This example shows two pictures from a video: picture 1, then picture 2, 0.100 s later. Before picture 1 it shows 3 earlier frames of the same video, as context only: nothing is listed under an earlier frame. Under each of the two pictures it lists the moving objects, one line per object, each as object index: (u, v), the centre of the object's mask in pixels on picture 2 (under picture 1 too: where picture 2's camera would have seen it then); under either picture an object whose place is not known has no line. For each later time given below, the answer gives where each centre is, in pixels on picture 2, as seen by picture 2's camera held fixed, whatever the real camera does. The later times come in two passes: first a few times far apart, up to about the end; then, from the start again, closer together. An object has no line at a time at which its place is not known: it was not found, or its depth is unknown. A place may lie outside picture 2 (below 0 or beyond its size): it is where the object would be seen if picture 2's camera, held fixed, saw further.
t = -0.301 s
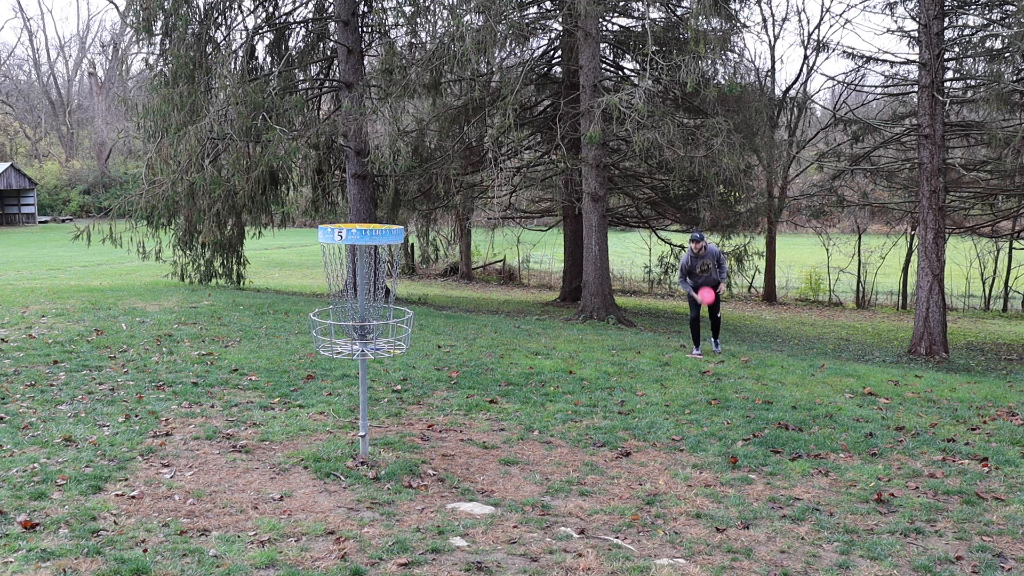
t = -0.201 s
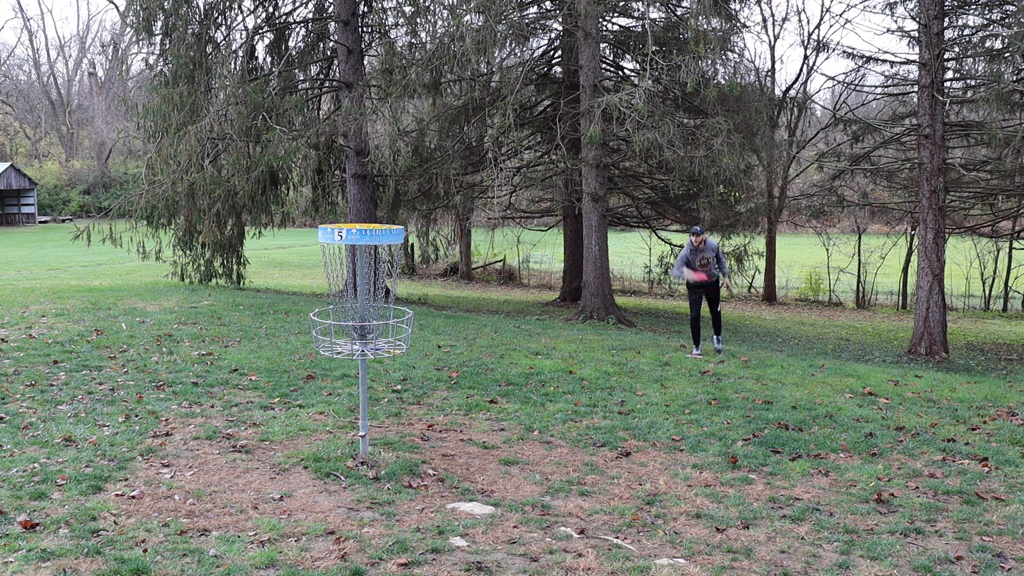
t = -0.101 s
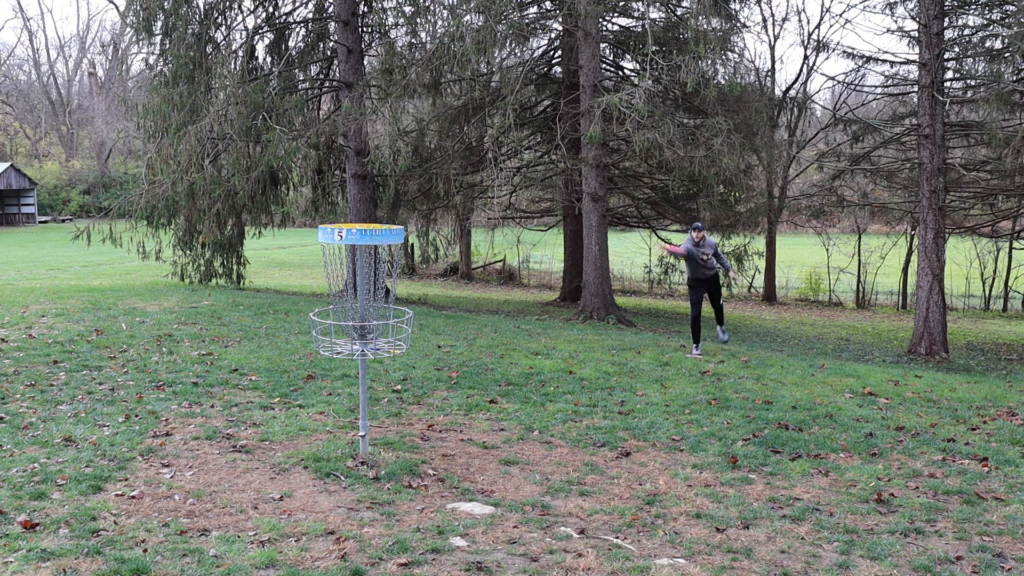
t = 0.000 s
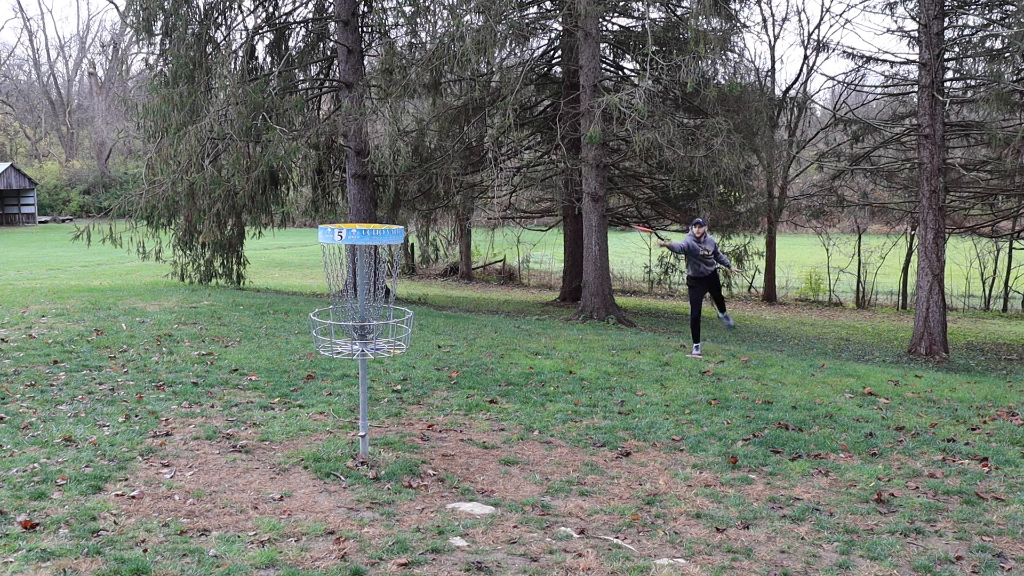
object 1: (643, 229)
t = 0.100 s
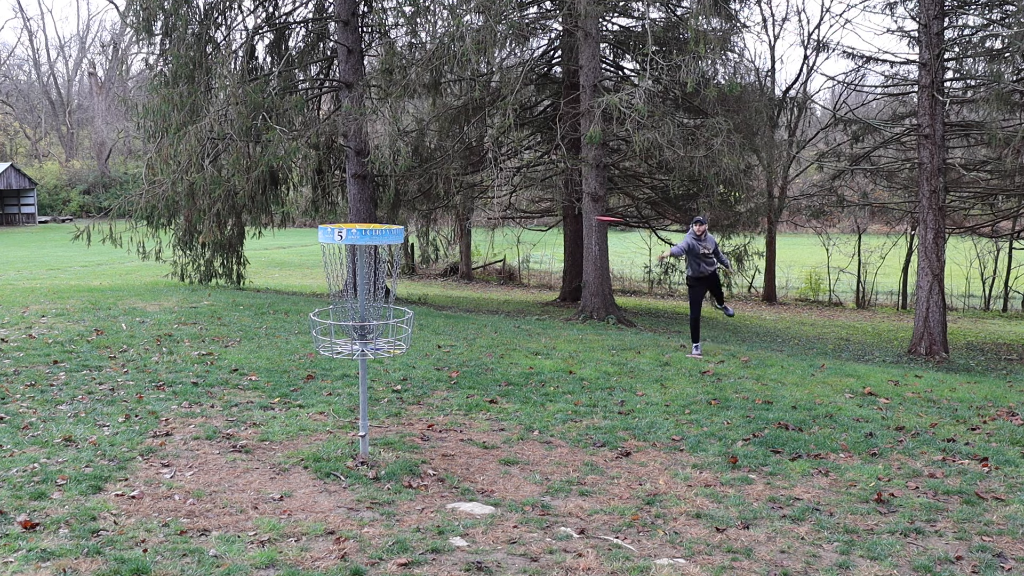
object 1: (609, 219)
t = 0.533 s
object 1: (397, 276)
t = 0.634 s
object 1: (377, 295)
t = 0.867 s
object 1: (371, 321)
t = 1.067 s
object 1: (376, 325)
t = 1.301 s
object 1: (389, 329)
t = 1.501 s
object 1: (394, 332)
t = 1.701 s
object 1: (394, 332)
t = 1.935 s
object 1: (394, 332)
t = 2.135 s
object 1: (394, 332)
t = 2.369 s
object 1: (394, 332)
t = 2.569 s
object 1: (395, 333)
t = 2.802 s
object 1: (397, 334)
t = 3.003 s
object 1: (397, 335)
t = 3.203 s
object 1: (398, 335)
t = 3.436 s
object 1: (397, 337)
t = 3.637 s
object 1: (398, 336)
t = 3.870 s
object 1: (399, 337)
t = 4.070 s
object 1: (399, 337)
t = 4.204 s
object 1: (399, 337)
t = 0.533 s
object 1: (397, 276)
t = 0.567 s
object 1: (385, 289)
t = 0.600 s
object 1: (378, 293)
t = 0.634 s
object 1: (377, 295)
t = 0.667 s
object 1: (375, 302)
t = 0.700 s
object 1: (375, 306)
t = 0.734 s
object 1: (371, 315)
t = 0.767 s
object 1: (372, 318)
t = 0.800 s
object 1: (372, 319)
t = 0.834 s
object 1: (372, 320)
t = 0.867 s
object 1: (371, 321)
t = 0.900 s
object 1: (371, 322)
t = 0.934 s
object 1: (371, 323)
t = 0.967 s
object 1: (372, 323)
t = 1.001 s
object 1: (372, 323)
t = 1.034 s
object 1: (374, 324)
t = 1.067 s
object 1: (376, 325)
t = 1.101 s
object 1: (377, 325)
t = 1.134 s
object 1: (378, 326)
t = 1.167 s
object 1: (381, 326)
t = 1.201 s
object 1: (381, 327)
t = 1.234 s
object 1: (384, 330)
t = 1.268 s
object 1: (388, 329)
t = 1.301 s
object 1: (389, 329)
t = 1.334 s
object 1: (392, 331)
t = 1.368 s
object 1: (393, 332)
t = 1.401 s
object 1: (393, 332)
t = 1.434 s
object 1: (393, 332)
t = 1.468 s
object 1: (393, 332)
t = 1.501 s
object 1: (394, 332)
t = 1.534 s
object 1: (394, 332)
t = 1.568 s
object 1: (394, 332)
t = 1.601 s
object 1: (393, 332)
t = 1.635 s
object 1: (394, 332)
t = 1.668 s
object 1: (394, 332)
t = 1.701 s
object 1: (394, 332)
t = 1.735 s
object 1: (394, 332)
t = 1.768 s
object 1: (394, 332)
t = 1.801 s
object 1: (394, 332)
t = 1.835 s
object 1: (394, 332)
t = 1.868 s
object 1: (394, 332)
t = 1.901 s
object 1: (394, 332)
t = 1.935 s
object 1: (394, 332)
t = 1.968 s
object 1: (394, 332)
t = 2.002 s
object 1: (394, 332)
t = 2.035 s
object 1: (394, 332)
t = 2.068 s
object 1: (394, 332)
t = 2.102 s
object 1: (394, 333)
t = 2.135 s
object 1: (394, 332)
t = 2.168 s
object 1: (394, 332)
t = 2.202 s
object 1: (394, 332)
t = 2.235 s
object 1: (394, 332)
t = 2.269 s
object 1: (394, 332)
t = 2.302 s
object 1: (394, 332)
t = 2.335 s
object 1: (394, 332)
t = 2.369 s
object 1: (394, 332)
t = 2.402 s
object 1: (394, 332)
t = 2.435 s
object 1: (394, 332)
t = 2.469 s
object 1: (395, 333)
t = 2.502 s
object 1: (395, 333)
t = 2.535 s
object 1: (395, 333)
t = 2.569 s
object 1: (395, 333)
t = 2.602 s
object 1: (395, 333)
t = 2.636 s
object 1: (395, 333)
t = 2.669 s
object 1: (395, 333)
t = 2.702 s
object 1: (395, 333)
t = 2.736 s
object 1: (395, 333)
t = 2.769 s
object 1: (396, 334)
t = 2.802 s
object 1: (397, 334)
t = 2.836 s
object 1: (397, 334)
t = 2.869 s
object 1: (399, 337)
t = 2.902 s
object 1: (399, 336)
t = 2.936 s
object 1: (398, 336)
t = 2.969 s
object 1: (397, 335)
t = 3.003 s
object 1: (397, 335)
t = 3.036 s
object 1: (397, 335)
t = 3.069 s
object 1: (397, 335)
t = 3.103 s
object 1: (397, 335)
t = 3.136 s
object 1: (397, 335)
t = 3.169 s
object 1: (397, 335)
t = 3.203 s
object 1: (398, 335)
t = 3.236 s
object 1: (398, 337)
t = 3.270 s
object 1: (399, 337)
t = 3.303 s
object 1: (398, 337)
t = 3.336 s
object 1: (397, 336)
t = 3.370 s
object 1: (397, 336)
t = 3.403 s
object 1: (397, 336)
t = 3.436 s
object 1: (397, 337)
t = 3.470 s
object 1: (398, 337)
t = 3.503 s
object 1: (398, 337)
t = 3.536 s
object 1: (398, 336)
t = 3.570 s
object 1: (398, 336)
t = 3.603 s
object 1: (398, 336)
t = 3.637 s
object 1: (398, 336)
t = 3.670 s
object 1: (398, 336)
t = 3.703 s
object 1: (399, 337)
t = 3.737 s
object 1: (399, 337)
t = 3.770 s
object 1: (399, 337)
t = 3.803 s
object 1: (399, 337)
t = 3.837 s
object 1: (399, 337)
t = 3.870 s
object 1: (399, 337)
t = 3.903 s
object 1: (399, 337)
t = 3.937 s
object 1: (399, 337)
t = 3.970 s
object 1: (399, 337)
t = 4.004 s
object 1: (399, 337)
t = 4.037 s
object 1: (399, 337)
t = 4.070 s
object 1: (399, 337)
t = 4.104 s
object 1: (399, 337)
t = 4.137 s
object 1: (399, 337)
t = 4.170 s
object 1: (399, 337)
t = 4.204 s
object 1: (399, 337)
